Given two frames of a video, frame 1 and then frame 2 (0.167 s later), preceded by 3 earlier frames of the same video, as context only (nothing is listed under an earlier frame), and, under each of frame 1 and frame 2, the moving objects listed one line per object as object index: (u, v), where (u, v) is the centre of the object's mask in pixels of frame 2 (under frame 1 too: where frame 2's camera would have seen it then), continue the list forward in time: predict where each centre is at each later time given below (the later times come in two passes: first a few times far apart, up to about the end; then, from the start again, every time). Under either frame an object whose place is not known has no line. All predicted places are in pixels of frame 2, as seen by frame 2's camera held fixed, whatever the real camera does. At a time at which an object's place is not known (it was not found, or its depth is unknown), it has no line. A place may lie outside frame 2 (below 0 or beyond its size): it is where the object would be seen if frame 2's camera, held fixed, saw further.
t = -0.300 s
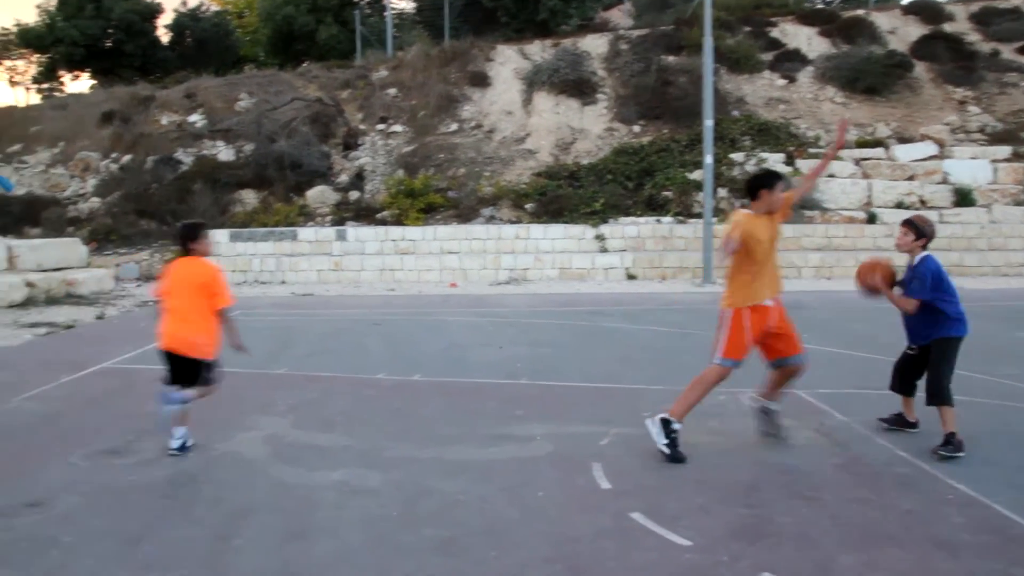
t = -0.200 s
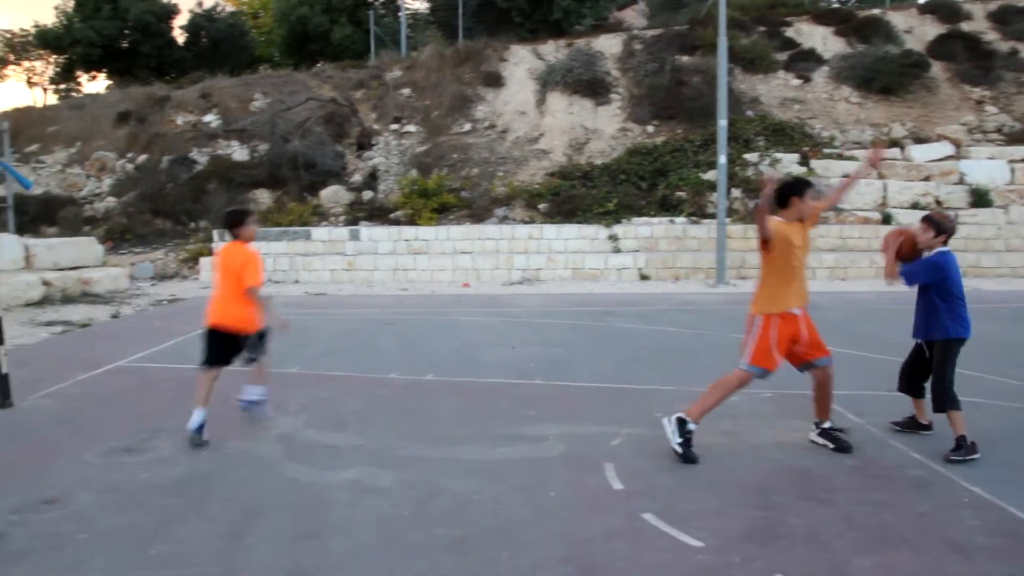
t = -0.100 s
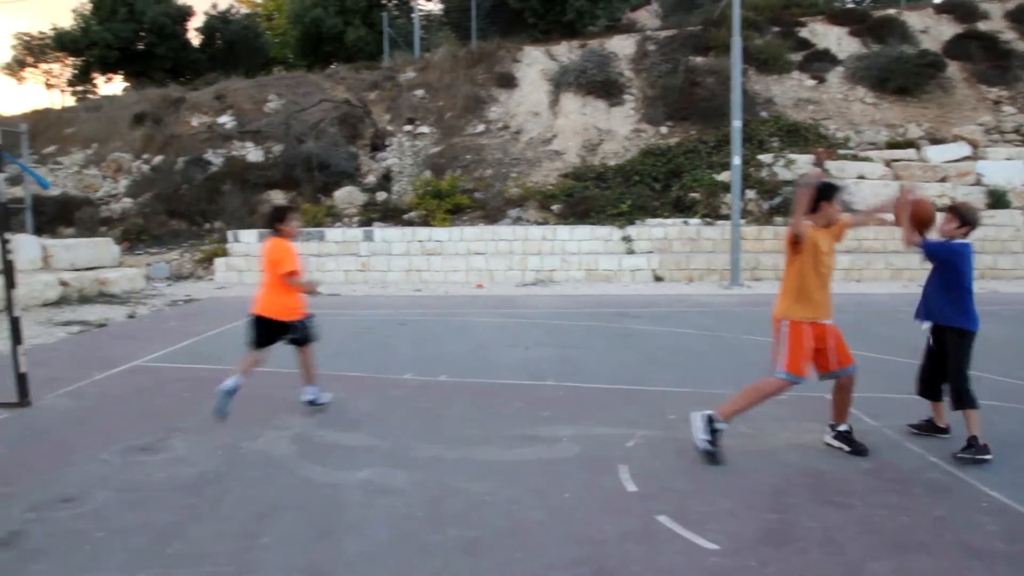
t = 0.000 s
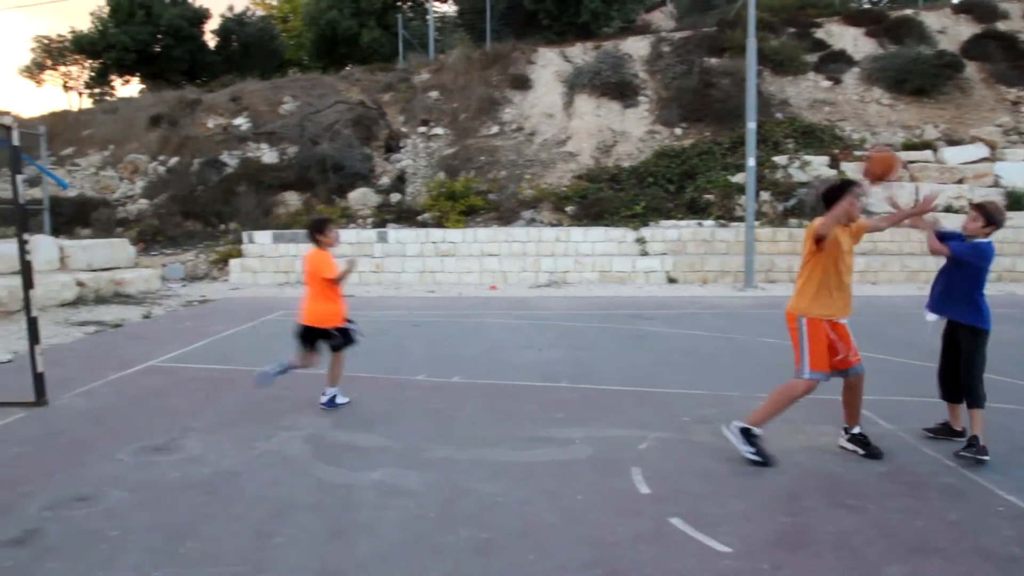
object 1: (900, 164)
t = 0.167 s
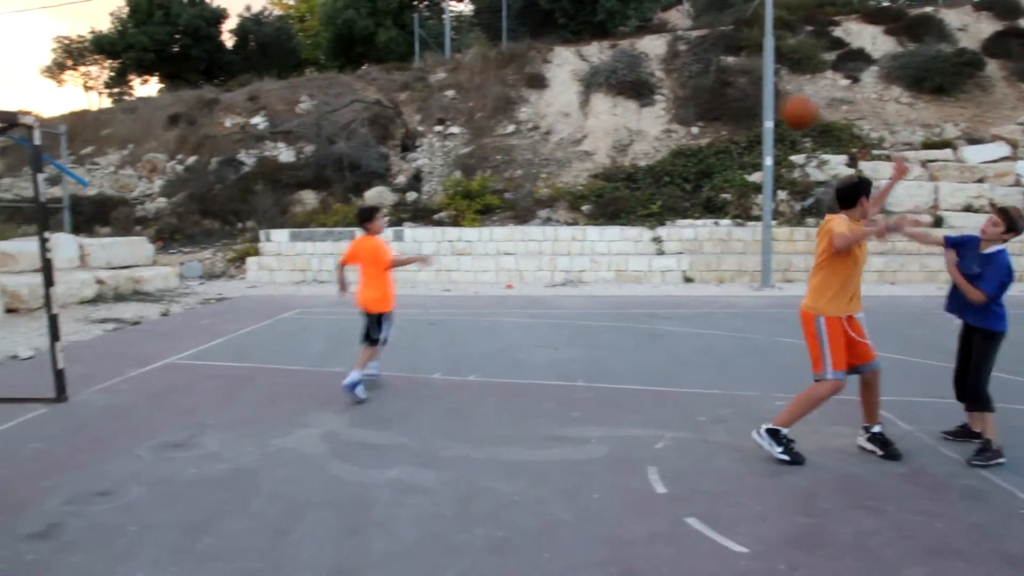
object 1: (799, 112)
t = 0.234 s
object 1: (762, 104)
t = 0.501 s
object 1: (638, 133)
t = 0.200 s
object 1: (780, 108)
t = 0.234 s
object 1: (762, 104)
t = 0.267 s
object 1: (745, 102)
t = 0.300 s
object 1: (729, 102)
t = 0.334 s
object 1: (713, 104)
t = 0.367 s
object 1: (697, 107)
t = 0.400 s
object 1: (682, 111)
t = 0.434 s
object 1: (668, 117)
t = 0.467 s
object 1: (653, 124)
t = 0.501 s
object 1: (638, 133)
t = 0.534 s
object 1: (625, 142)
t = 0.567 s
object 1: (613, 152)
